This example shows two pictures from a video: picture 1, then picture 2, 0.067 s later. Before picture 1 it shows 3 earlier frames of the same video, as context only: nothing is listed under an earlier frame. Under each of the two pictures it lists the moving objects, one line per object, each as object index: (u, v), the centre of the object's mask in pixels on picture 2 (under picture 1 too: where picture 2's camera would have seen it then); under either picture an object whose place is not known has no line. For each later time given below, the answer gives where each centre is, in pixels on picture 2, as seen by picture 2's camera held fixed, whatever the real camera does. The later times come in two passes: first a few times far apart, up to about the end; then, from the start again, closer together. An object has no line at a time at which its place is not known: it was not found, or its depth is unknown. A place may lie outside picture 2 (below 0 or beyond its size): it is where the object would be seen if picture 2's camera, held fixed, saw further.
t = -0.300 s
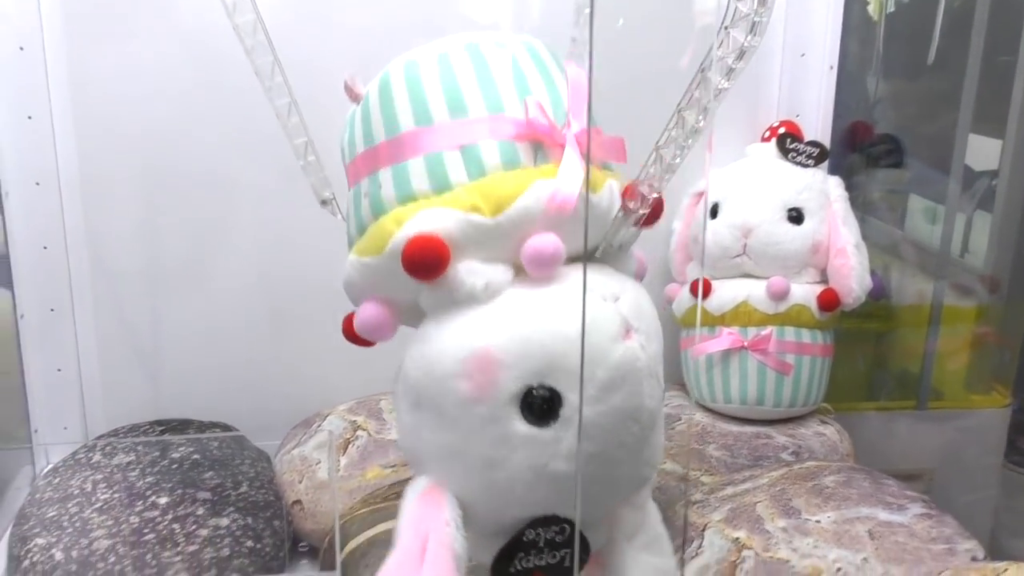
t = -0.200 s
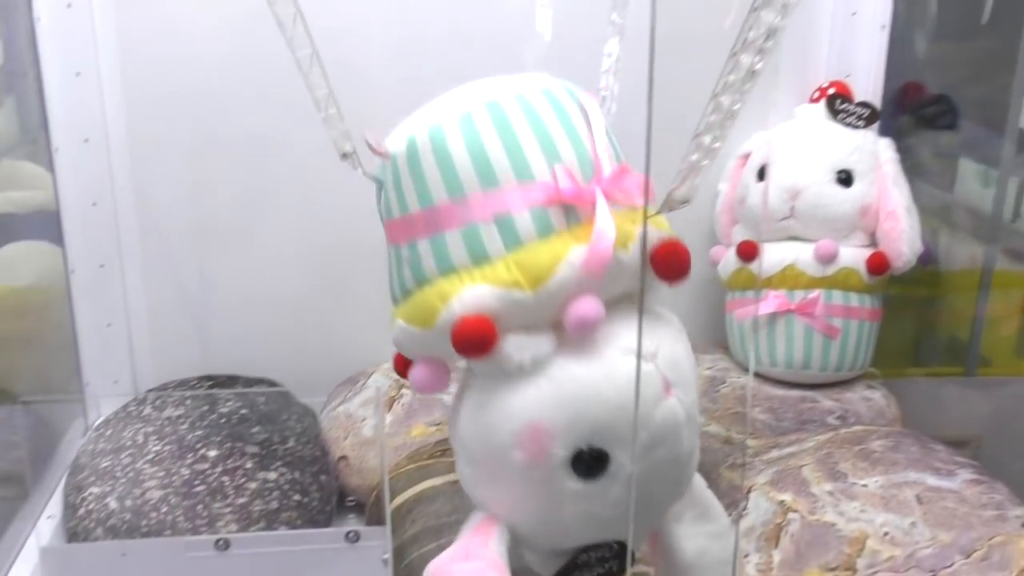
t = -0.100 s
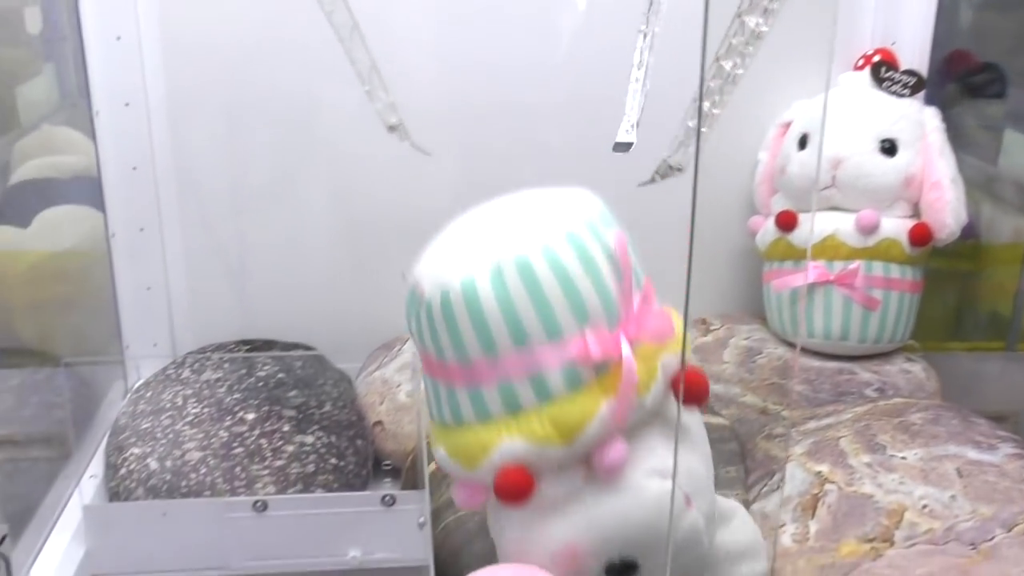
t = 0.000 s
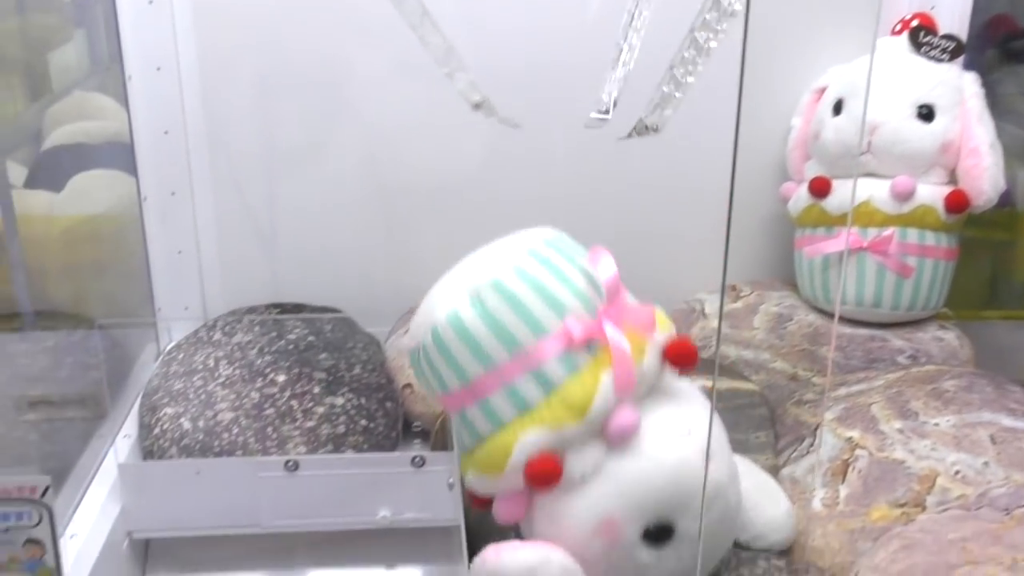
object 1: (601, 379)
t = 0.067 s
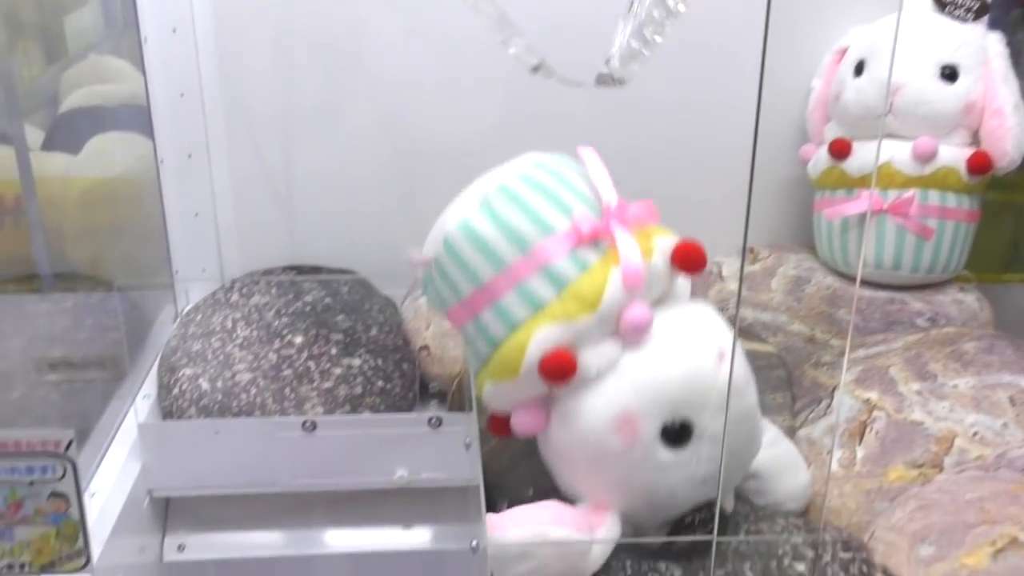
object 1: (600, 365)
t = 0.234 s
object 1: (608, 368)
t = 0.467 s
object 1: (620, 358)
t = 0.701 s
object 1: (618, 363)
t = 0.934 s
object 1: (613, 367)
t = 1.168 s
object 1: (613, 367)
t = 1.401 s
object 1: (613, 367)
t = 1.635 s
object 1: (613, 368)
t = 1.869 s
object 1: (612, 367)
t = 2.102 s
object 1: (612, 367)
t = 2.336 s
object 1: (612, 367)
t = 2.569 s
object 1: (612, 367)
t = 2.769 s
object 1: (612, 369)
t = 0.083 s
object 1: (602, 364)
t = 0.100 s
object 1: (603, 361)
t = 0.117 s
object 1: (604, 360)
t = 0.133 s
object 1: (605, 361)
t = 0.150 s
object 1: (606, 363)
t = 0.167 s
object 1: (607, 363)
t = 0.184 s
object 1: (607, 363)
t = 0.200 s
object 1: (608, 365)
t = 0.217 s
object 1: (608, 366)
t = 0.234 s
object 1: (608, 368)
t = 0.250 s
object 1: (610, 371)
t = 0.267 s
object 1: (611, 372)
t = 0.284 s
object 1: (612, 372)
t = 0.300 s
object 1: (612, 373)
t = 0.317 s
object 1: (614, 373)
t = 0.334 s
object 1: (614, 370)
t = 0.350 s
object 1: (615, 368)
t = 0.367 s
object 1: (616, 367)
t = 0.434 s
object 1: (619, 359)
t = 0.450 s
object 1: (619, 358)
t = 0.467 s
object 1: (620, 358)
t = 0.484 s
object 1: (621, 358)
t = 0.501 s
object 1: (621, 359)
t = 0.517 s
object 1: (621, 360)
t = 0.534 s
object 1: (622, 361)
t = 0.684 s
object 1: (619, 363)
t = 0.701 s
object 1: (618, 363)
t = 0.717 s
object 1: (617, 364)
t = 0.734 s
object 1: (615, 364)
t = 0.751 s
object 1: (614, 365)
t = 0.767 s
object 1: (613, 366)
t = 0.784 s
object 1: (613, 366)
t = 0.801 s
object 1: (612, 366)
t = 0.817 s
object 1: (612, 367)
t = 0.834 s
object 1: (612, 366)
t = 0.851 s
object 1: (612, 367)
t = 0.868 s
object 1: (612, 367)
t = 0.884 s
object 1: (612, 367)
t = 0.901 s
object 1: (612, 366)
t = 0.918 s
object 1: (613, 367)
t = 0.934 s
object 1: (613, 367)
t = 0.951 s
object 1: (613, 367)
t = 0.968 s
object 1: (613, 367)
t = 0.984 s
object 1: (613, 367)
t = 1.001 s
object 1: (613, 367)
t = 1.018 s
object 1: (613, 367)
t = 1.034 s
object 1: (613, 367)
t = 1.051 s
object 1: (613, 367)
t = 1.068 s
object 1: (613, 367)
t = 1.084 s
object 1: (613, 367)
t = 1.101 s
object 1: (613, 367)
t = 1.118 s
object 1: (613, 367)
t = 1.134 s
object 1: (613, 367)
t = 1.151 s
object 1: (613, 367)
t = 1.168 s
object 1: (613, 367)
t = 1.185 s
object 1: (613, 367)
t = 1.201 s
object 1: (613, 367)
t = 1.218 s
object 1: (613, 368)
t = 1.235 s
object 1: (613, 368)
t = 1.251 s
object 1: (613, 368)
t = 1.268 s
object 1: (613, 368)
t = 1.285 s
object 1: (613, 368)
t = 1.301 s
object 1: (613, 368)
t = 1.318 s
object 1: (613, 368)
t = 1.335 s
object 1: (613, 368)
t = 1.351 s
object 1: (613, 368)
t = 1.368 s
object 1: (613, 368)
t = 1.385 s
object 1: (613, 367)
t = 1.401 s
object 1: (613, 367)
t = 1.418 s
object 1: (613, 367)
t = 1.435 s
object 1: (613, 367)
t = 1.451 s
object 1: (613, 367)
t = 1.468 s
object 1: (613, 367)
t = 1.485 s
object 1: (613, 367)
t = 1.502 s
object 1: (613, 367)
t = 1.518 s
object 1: (613, 367)
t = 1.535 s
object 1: (613, 368)
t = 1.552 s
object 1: (613, 368)
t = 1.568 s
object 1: (613, 368)
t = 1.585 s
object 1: (613, 368)
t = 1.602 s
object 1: (613, 368)
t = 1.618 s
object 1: (613, 368)
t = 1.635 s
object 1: (613, 368)
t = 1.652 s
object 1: (613, 368)
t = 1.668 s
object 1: (613, 368)
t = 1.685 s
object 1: (613, 368)
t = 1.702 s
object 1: (612, 368)
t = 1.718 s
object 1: (612, 367)
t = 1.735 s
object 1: (613, 367)
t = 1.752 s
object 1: (613, 368)
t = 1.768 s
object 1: (613, 367)
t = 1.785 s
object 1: (613, 367)
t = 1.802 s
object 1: (613, 367)
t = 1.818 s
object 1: (612, 367)
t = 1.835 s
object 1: (613, 367)
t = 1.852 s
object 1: (613, 367)
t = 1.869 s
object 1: (612, 367)
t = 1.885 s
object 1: (612, 367)
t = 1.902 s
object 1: (612, 367)
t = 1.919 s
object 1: (612, 367)
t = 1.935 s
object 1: (612, 367)
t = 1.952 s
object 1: (612, 367)
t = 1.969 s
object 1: (612, 367)
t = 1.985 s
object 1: (612, 367)
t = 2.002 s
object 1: (612, 367)
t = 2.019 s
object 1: (612, 367)
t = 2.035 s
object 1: (612, 367)
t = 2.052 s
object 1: (612, 367)
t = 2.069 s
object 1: (612, 367)
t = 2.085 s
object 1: (612, 367)
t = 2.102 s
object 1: (612, 367)
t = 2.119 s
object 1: (612, 367)
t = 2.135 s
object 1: (612, 367)
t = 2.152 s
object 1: (612, 367)
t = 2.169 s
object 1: (612, 367)
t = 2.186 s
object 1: (612, 367)
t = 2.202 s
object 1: (612, 367)
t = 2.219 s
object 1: (612, 367)
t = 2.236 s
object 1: (612, 367)
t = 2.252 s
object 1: (612, 367)
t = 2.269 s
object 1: (612, 367)
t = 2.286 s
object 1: (612, 367)
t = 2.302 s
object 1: (612, 367)
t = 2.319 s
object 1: (612, 367)
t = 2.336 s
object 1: (612, 367)
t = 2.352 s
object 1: (612, 367)
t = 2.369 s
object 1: (612, 367)
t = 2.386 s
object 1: (612, 367)
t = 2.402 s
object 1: (612, 367)
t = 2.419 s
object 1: (612, 367)
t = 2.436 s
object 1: (612, 367)
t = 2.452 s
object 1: (612, 367)
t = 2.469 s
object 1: (612, 367)
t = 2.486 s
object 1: (612, 367)
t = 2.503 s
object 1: (612, 367)
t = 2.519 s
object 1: (612, 367)
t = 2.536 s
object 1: (612, 367)
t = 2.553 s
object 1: (612, 367)
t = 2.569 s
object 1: (612, 367)
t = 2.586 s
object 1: (612, 367)
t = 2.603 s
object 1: (612, 367)
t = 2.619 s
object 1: (612, 368)
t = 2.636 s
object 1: (612, 368)
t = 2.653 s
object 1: (612, 368)
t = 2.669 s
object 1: (612, 368)
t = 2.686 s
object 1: (612, 368)
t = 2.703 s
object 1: (612, 368)
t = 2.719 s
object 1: (612, 368)
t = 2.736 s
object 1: (612, 368)
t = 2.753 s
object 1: (612, 369)
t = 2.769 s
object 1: (612, 369)
